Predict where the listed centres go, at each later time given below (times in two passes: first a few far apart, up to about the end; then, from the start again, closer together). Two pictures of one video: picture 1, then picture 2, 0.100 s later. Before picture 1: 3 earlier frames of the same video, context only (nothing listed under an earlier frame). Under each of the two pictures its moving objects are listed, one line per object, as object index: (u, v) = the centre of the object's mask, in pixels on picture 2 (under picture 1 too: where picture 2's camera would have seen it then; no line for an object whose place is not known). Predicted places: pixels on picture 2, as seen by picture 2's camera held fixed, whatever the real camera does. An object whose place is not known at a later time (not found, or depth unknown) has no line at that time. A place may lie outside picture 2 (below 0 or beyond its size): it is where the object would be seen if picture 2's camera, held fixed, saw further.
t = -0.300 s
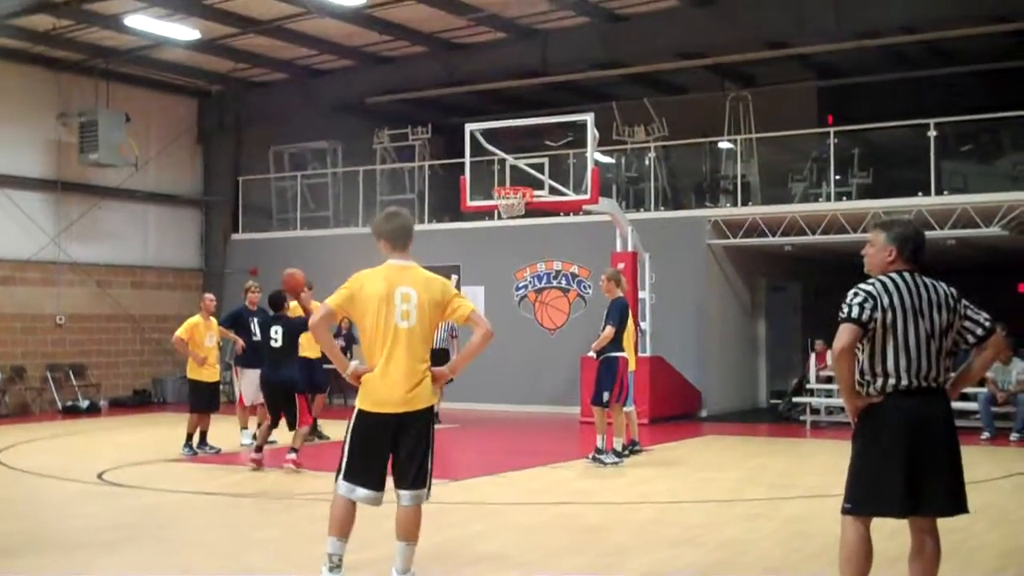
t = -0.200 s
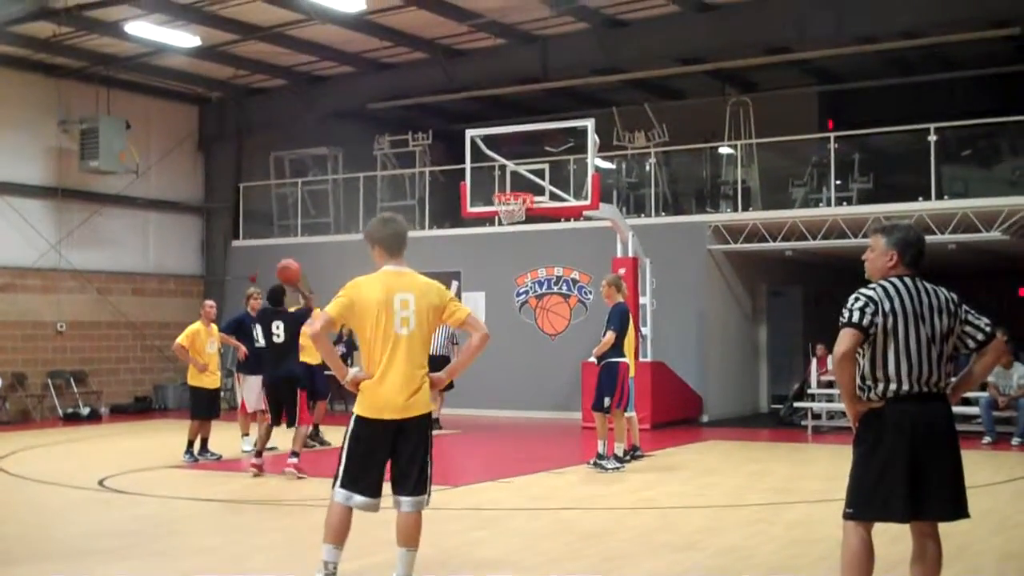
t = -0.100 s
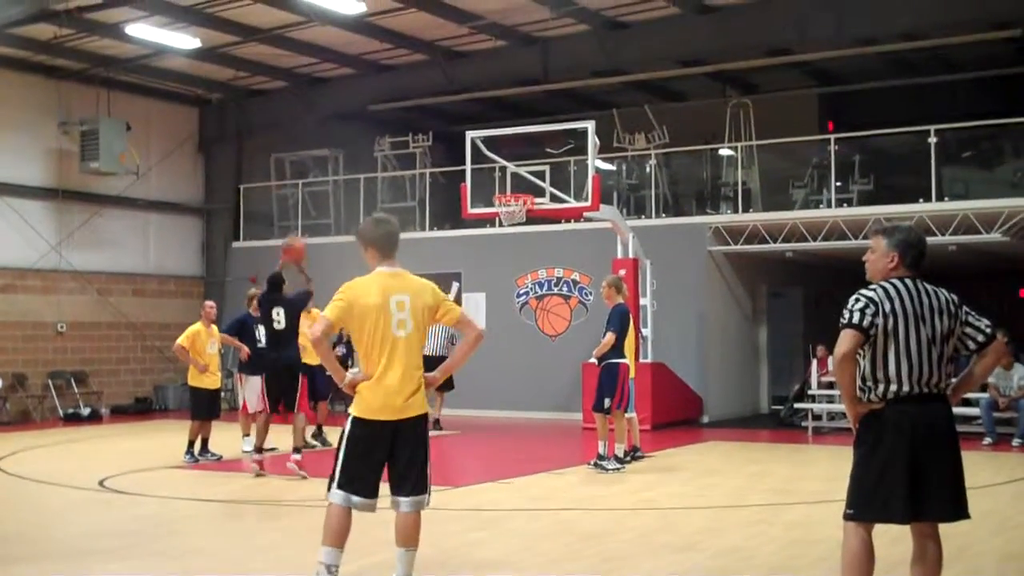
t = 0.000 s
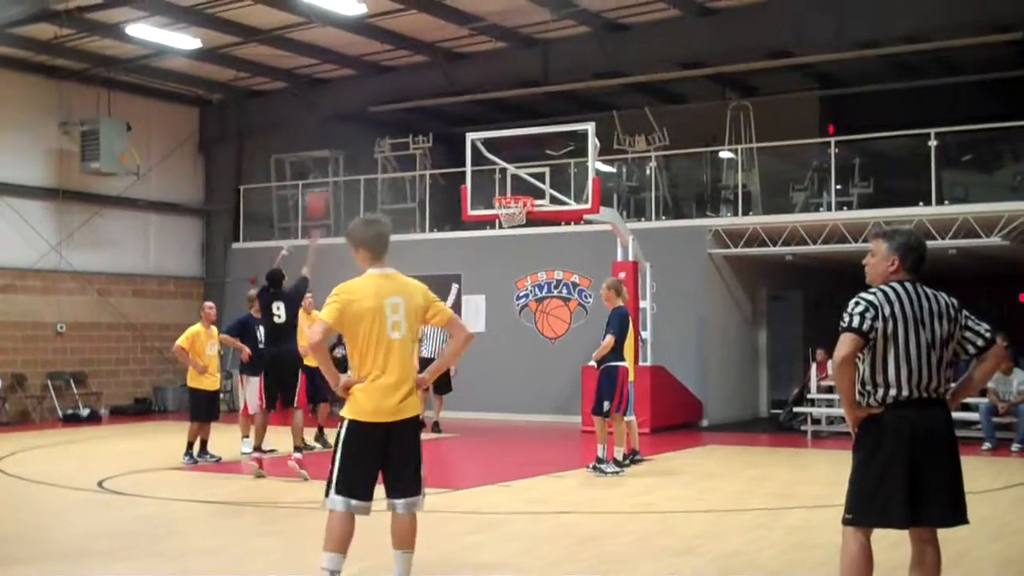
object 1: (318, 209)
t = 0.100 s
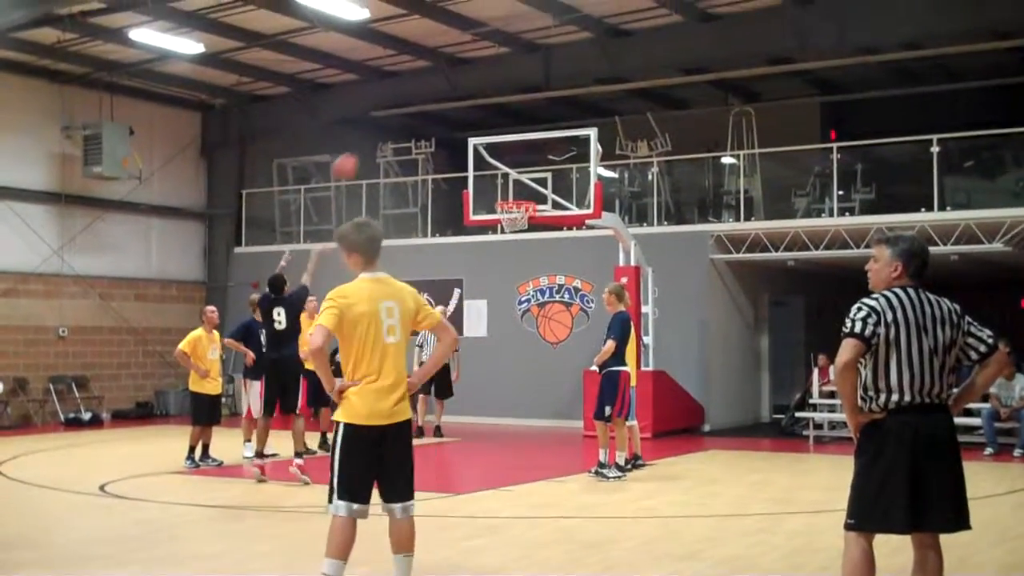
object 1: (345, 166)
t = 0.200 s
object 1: (370, 138)
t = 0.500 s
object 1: (439, 105)
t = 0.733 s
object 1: (488, 133)
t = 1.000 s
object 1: (521, 191)
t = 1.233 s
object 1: (474, 176)
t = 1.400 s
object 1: (441, 190)
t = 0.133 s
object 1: (353, 156)
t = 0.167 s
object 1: (362, 144)
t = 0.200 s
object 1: (370, 138)
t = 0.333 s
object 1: (404, 114)
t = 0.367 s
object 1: (411, 111)
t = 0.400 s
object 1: (418, 109)
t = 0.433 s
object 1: (426, 106)
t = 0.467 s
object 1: (433, 105)
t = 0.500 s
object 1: (439, 105)
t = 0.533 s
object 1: (448, 107)
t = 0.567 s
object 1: (455, 110)
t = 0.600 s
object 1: (462, 113)
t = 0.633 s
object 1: (469, 117)
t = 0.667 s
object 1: (475, 122)
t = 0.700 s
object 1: (481, 127)
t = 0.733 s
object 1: (488, 133)
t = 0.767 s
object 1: (495, 140)
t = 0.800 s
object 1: (502, 151)
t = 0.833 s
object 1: (507, 155)
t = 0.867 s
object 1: (512, 165)
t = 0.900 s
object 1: (519, 176)
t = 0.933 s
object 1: (524, 190)
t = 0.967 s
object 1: (525, 193)
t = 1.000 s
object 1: (521, 191)
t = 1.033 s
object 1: (512, 184)
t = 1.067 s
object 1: (504, 181)
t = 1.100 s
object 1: (498, 179)
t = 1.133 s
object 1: (491, 176)
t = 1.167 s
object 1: (486, 175)
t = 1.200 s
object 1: (480, 175)
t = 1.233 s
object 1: (474, 176)
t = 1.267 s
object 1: (465, 178)
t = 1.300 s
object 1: (458, 180)
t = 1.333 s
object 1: (453, 182)
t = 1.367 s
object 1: (446, 186)
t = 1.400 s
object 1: (441, 190)
